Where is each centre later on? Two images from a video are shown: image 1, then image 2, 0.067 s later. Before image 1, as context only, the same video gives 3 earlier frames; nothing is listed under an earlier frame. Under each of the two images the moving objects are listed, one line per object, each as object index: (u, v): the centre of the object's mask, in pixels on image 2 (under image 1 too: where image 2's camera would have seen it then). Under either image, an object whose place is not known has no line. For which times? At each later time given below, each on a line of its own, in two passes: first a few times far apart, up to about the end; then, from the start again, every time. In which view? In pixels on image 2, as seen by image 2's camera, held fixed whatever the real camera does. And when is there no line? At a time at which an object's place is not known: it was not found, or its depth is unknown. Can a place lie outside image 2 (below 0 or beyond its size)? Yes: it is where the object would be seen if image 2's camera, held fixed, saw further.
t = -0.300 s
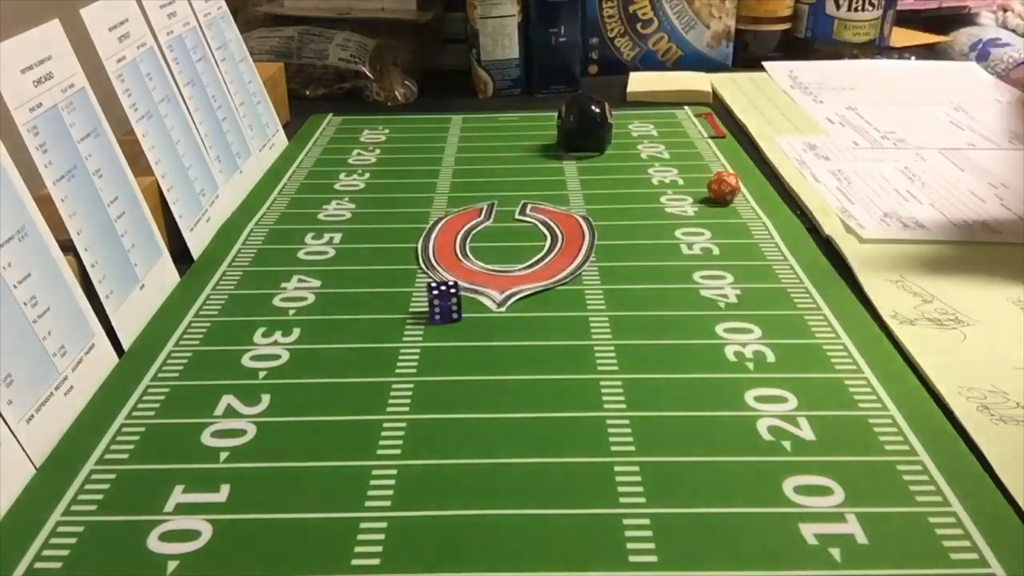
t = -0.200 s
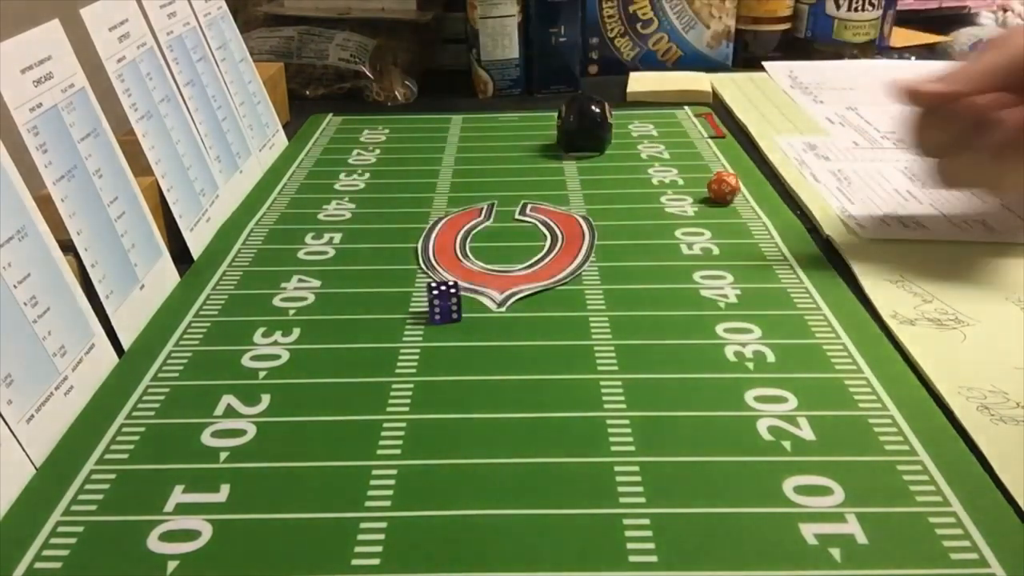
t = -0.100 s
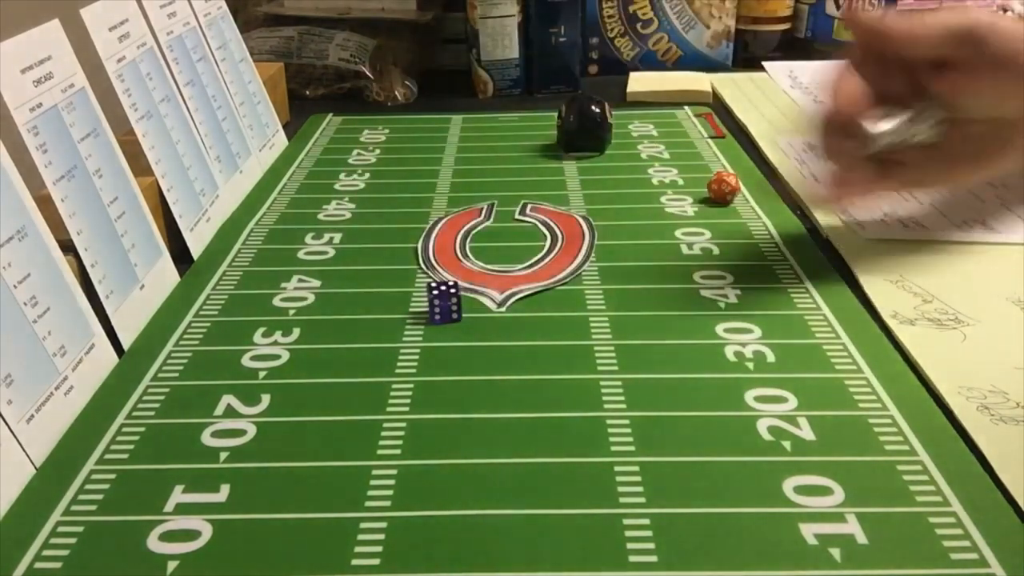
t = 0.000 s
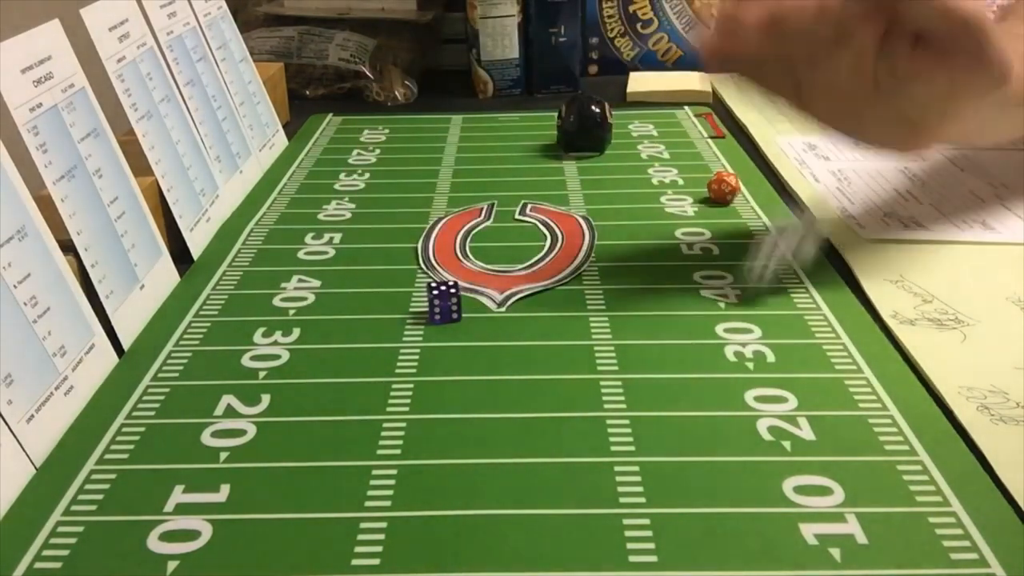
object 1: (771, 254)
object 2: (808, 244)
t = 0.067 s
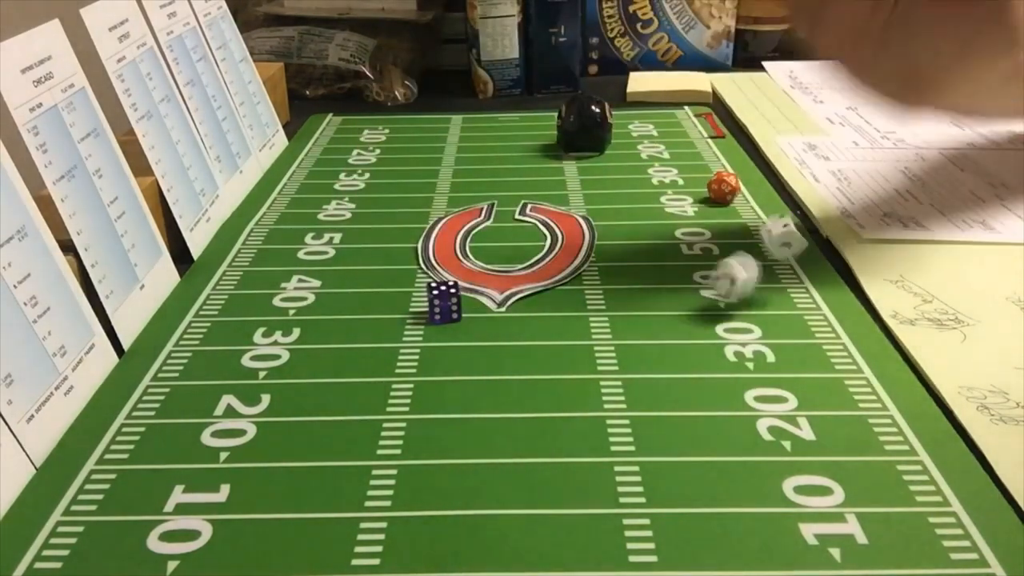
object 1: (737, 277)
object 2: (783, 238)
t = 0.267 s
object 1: (701, 341)
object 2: (740, 306)
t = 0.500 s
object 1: (693, 356)
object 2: (741, 315)
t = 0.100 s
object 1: (720, 301)
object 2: (773, 238)
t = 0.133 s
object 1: (717, 299)
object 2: (762, 254)
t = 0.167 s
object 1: (713, 309)
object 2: (751, 287)
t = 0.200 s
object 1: (706, 330)
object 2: (746, 286)
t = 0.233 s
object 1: (709, 332)
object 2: (745, 285)
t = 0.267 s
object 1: (701, 341)
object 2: (740, 306)
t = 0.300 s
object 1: (702, 342)
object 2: (737, 308)
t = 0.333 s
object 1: (702, 348)
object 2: (736, 310)
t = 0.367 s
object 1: (700, 349)
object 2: (737, 312)
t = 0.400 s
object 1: (698, 353)
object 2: (740, 314)
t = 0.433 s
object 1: (694, 355)
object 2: (741, 315)
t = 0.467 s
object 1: (693, 356)
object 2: (741, 315)
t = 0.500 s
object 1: (693, 356)
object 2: (741, 315)
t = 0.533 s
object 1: (693, 356)
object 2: (741, 315)
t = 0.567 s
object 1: (693, 356)
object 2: (741, 315)
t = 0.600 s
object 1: (693, 356)
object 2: (741, 315)
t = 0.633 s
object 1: (693, 356)
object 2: (741, 315)
